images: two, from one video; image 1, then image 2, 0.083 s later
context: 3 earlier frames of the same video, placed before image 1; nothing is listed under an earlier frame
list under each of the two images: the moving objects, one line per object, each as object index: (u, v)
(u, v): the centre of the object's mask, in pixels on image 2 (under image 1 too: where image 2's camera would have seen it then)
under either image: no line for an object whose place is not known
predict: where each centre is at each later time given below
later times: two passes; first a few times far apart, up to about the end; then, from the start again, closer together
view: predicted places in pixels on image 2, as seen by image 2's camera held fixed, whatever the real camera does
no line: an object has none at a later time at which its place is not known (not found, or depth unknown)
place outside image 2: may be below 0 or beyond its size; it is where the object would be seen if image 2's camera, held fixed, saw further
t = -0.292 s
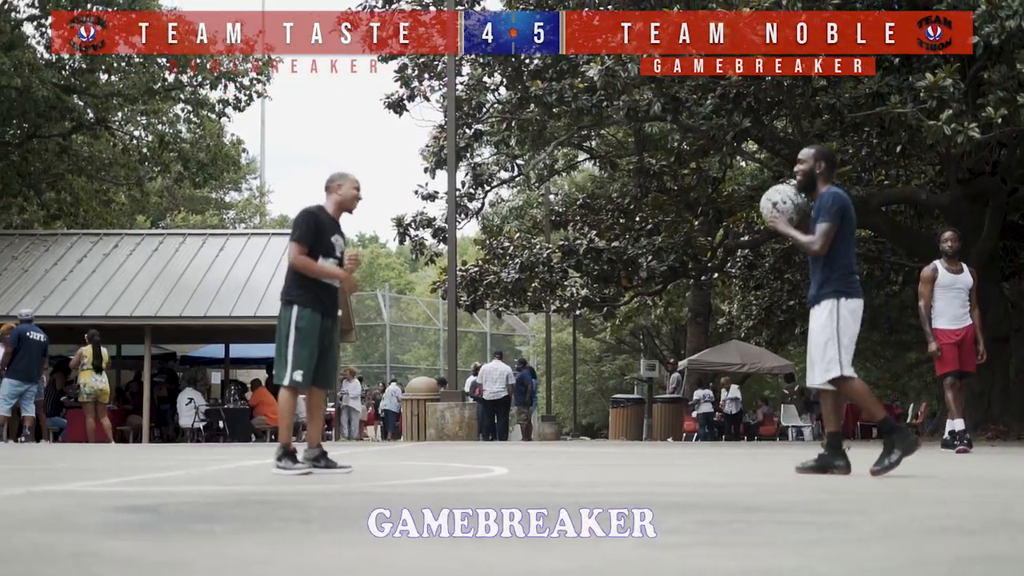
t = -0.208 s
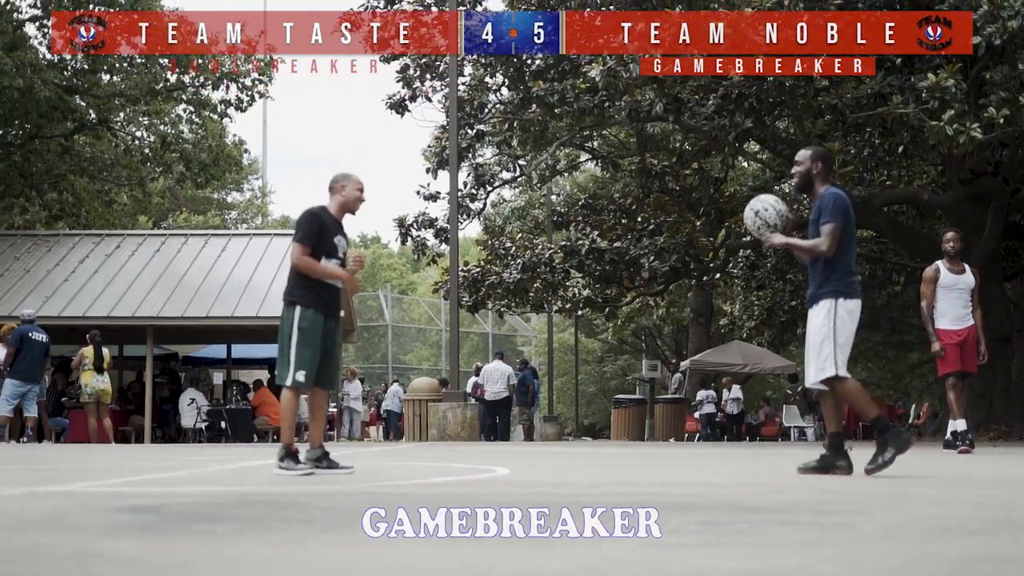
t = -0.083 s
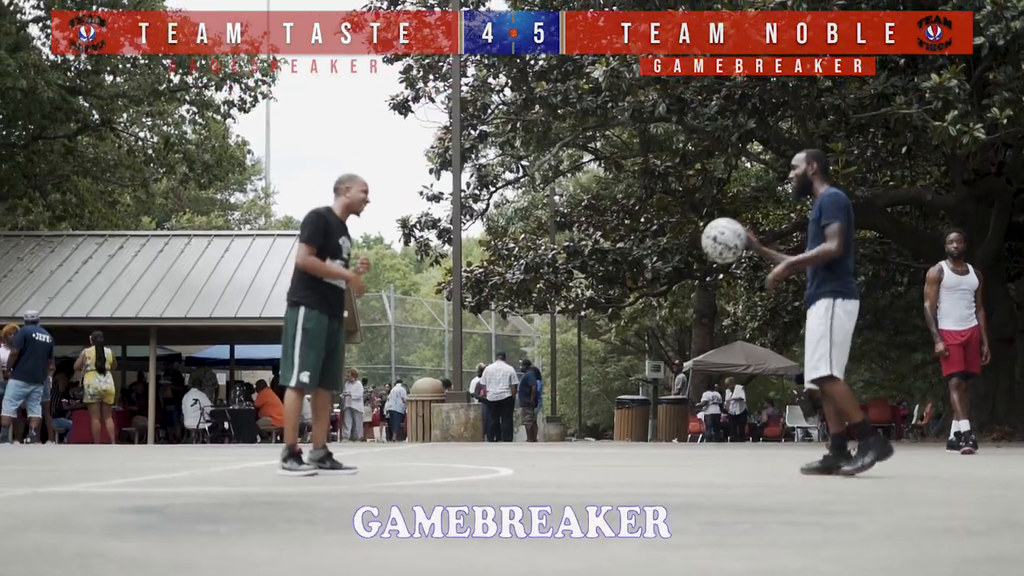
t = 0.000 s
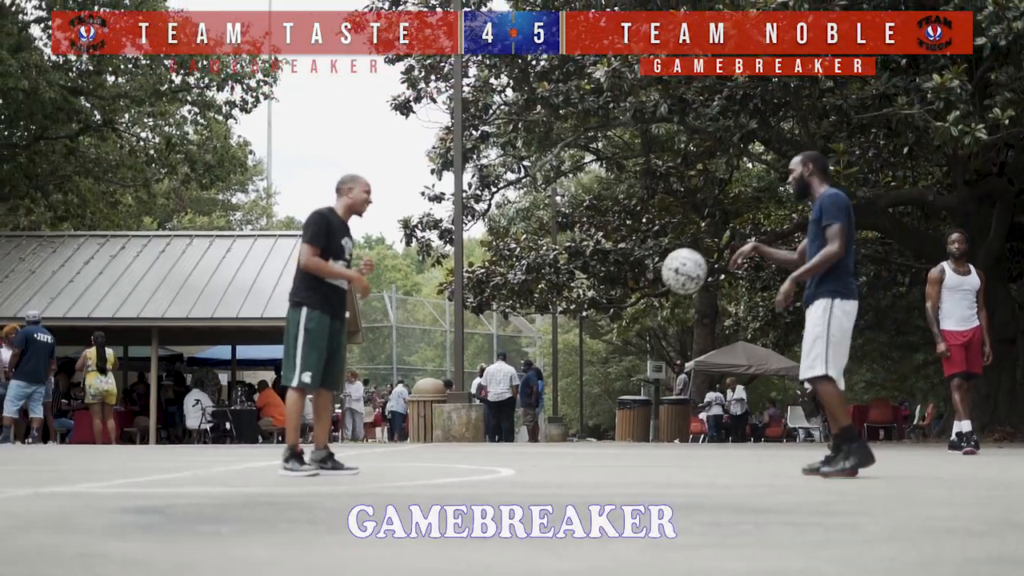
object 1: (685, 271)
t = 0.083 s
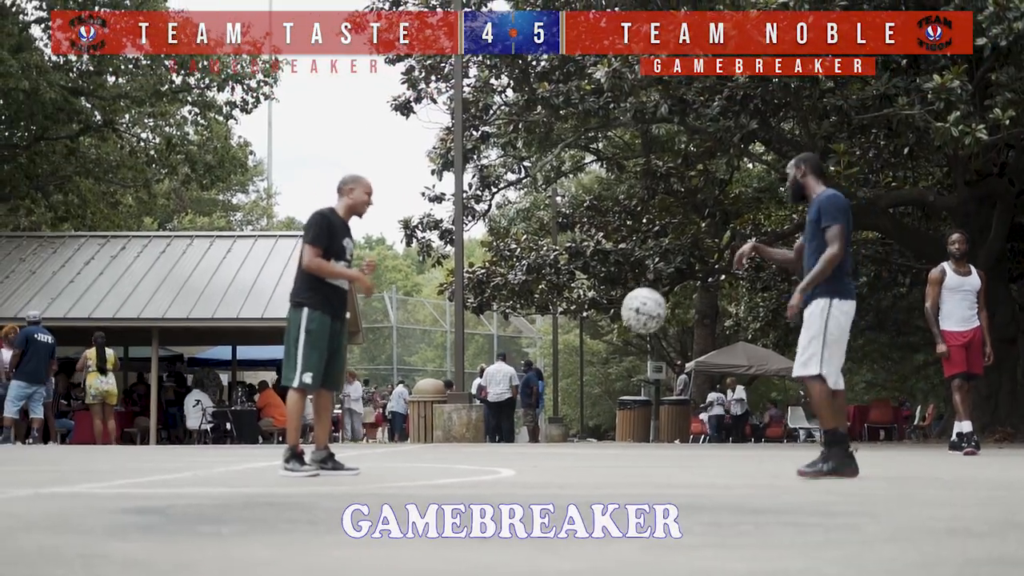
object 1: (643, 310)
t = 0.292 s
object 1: (543, 443)
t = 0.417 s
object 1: (501, 392)
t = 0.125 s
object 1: (623, 333)
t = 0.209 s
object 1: (582, 384)
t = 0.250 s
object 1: (562, 414)
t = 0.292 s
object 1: (543, 443)
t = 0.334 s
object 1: (528, 442)
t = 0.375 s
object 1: (515, 418)
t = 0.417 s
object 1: (501, 392)
